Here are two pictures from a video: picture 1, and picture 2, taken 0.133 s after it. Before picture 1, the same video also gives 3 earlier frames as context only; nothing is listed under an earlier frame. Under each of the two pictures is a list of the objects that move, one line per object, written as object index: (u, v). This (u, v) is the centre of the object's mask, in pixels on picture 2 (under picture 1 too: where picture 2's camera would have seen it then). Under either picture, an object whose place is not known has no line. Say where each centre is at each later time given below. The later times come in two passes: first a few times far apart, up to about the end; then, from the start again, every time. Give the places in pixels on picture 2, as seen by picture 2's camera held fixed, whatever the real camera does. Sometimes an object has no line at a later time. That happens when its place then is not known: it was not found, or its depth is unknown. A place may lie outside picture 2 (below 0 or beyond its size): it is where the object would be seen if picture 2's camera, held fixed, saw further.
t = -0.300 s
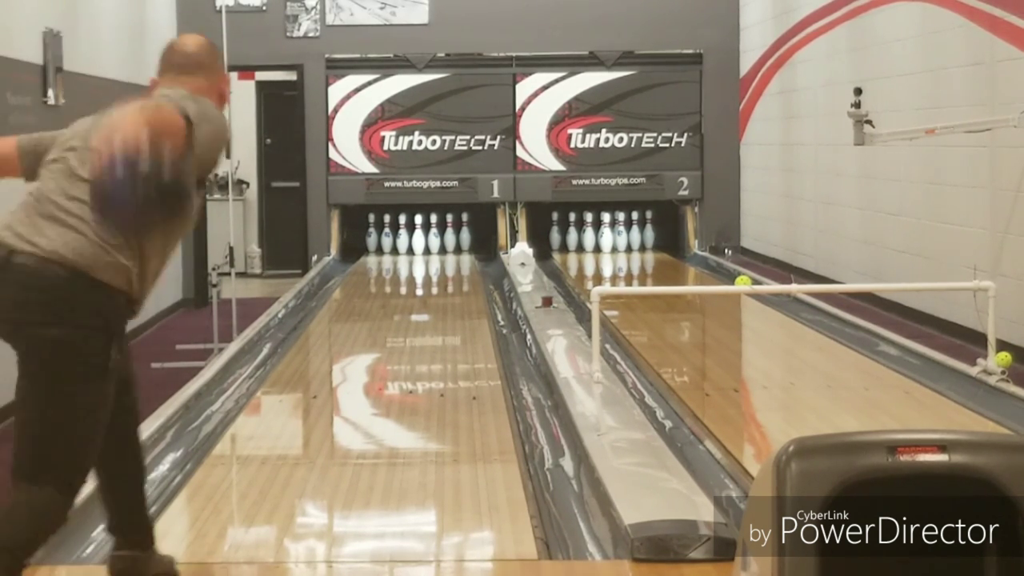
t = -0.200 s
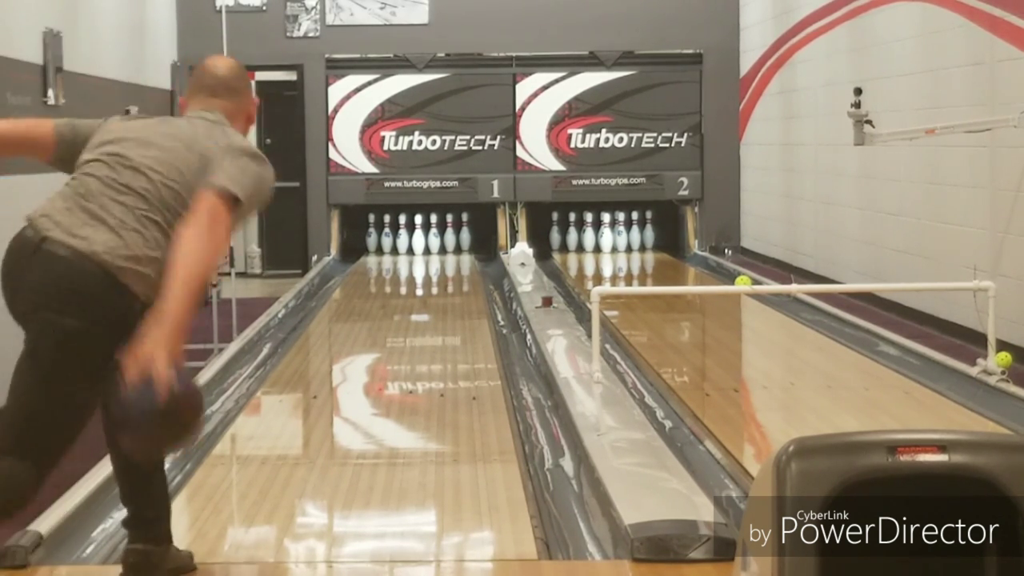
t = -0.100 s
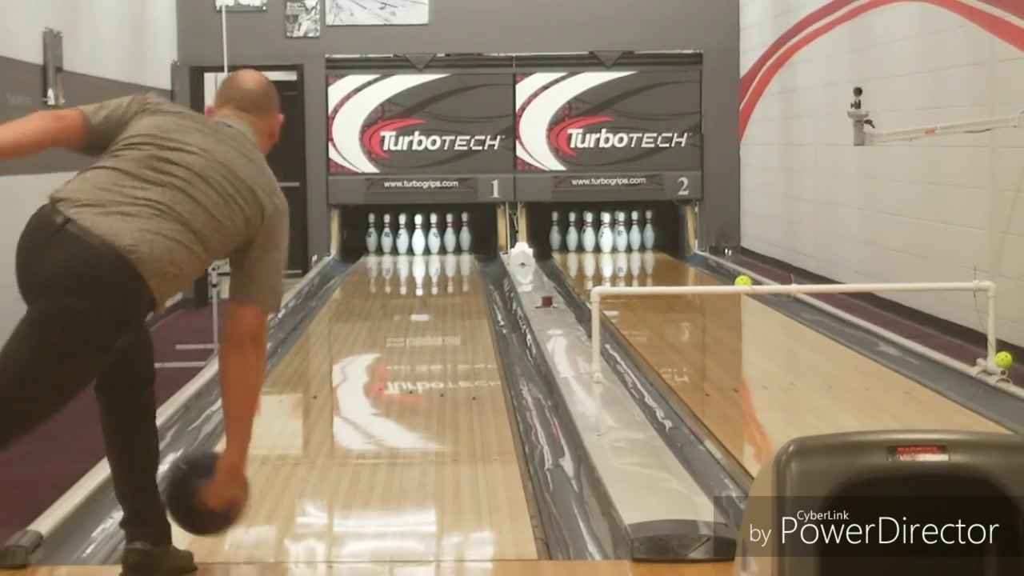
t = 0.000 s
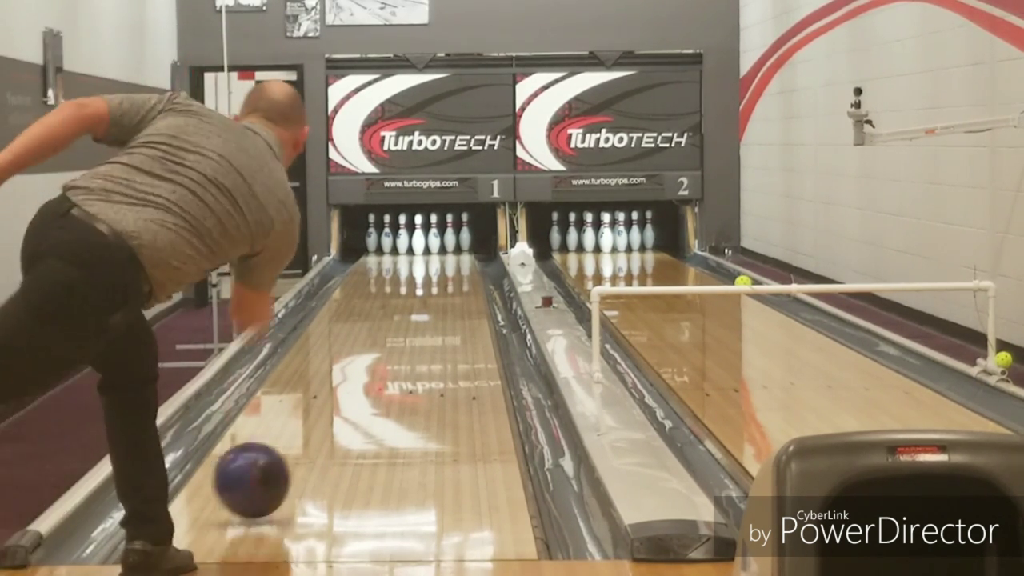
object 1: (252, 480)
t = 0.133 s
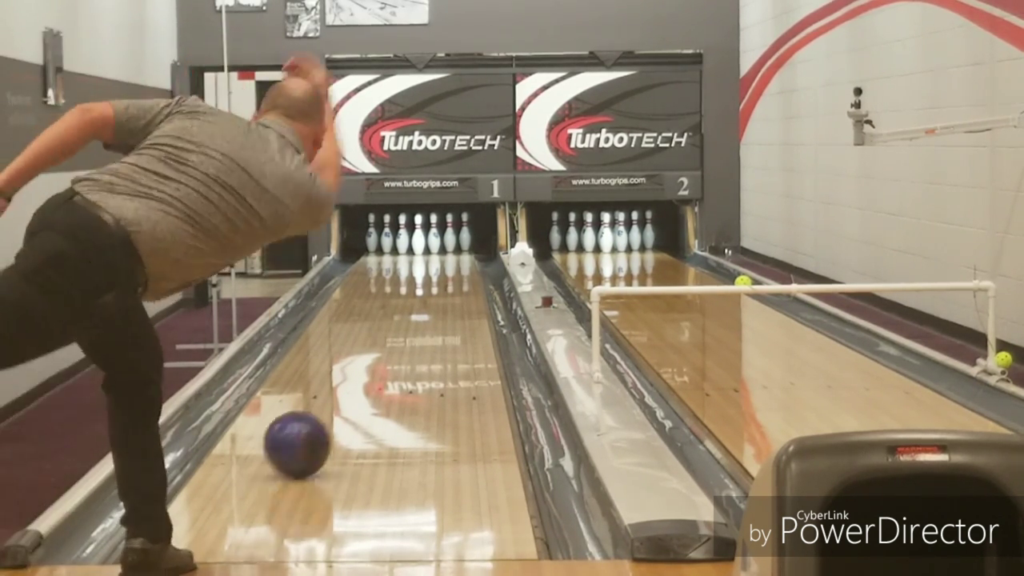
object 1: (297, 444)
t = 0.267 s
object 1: (331, 412)
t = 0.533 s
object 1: (380, 363)
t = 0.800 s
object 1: (412, 330)
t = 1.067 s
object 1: (434, 305)
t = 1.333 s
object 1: (449, 286)
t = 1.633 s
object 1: (458, 270)
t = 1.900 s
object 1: (455, 260)
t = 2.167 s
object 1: (441, 250)
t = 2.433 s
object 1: (428, 244)
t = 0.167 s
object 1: (306, 435)
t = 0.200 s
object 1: (315, 427)
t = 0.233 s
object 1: (323, 419)
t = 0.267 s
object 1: (331, 412)
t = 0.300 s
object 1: (338, 405)
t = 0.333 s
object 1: (346, 398)
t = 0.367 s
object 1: (352, 391)
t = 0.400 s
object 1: (358, 385)
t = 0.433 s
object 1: (356, 382)
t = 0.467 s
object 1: (377, 372)
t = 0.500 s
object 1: (375, 368)
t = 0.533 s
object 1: (380, 363)
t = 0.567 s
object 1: (385, 359)
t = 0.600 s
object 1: (389, 354)
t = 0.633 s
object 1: (394, 350)
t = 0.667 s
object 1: (398, 346)
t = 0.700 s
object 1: (402, 342)
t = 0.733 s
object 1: (406, 338)
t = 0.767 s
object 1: (409, 334)
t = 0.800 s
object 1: (412, 330)
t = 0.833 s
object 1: (415, 327)
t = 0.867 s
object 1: (418, 323)
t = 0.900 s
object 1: (422, 320)
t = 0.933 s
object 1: (424, 317)
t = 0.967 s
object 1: (427, 314)
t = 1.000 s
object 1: (430, 312)
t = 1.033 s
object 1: (432, 309)
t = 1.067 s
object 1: (434, 305)
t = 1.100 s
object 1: (437, 303)
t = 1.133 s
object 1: (439, 300)
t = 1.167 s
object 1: (441, 298)
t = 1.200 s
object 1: (443, 296)
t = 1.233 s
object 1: (445, 293)
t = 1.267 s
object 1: (446, 291)
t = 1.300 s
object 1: (448, 289)
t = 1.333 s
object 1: (449, 286)
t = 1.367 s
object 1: (451, 284)
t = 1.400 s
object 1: (452, 282)
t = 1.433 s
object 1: (453, 280)
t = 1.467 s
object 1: (455, 278)
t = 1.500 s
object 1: (456, 277)
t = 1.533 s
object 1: (457, 275)
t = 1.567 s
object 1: (457, 273)
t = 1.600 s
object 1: (458, 272)
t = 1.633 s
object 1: (458, 270)
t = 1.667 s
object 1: (459, 268)
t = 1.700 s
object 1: (458, 268)
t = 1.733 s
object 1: (458, 266)
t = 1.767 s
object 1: (458, 265)
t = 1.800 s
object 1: (457, 263)
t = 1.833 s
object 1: (456, 262)
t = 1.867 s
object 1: (456, 261)
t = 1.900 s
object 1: (455, 260)
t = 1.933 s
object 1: (453, 258)
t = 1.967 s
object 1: (452, 257)
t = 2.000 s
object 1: (451, 256)
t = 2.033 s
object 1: (449, 254)
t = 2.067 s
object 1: (447, 253)
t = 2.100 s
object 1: (445, 252)
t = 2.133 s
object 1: (443, 251)
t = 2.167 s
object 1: (441, 250)
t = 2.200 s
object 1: (439, 249)
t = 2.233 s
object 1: (436, 249)
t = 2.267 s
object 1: (434, 248)
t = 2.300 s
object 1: (432, 246)
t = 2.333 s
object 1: (429, 245)
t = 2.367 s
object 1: (428, 244)
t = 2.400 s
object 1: (428, 244)
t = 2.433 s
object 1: (428, 244)
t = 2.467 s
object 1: (427, 243)
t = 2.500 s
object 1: (426, 243)
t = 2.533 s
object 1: (427, 242)
